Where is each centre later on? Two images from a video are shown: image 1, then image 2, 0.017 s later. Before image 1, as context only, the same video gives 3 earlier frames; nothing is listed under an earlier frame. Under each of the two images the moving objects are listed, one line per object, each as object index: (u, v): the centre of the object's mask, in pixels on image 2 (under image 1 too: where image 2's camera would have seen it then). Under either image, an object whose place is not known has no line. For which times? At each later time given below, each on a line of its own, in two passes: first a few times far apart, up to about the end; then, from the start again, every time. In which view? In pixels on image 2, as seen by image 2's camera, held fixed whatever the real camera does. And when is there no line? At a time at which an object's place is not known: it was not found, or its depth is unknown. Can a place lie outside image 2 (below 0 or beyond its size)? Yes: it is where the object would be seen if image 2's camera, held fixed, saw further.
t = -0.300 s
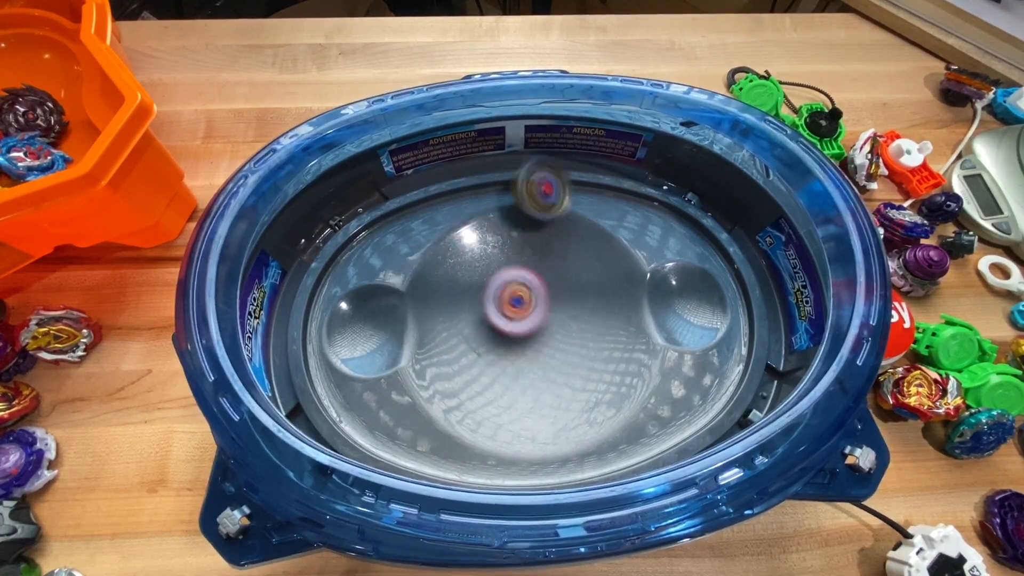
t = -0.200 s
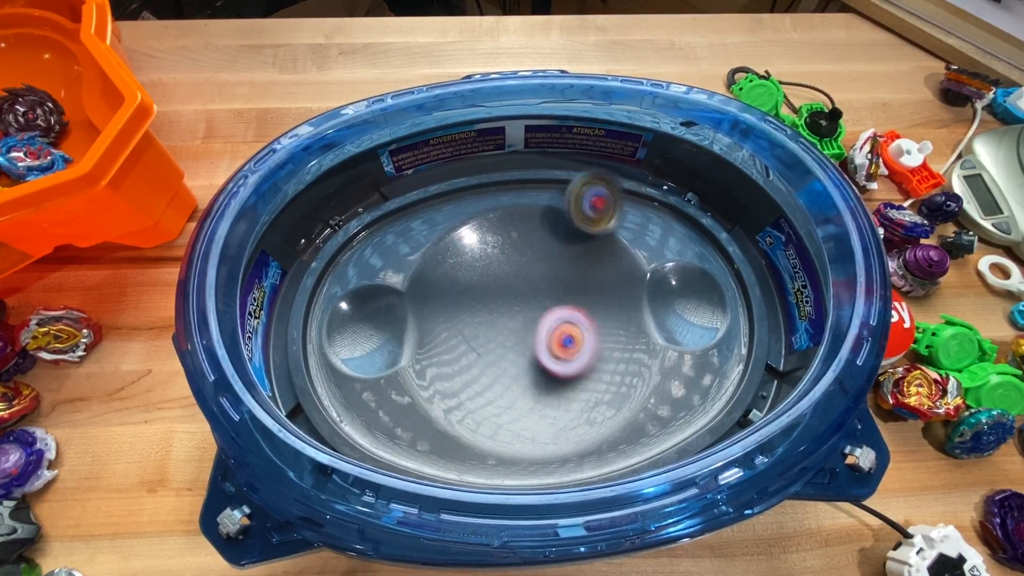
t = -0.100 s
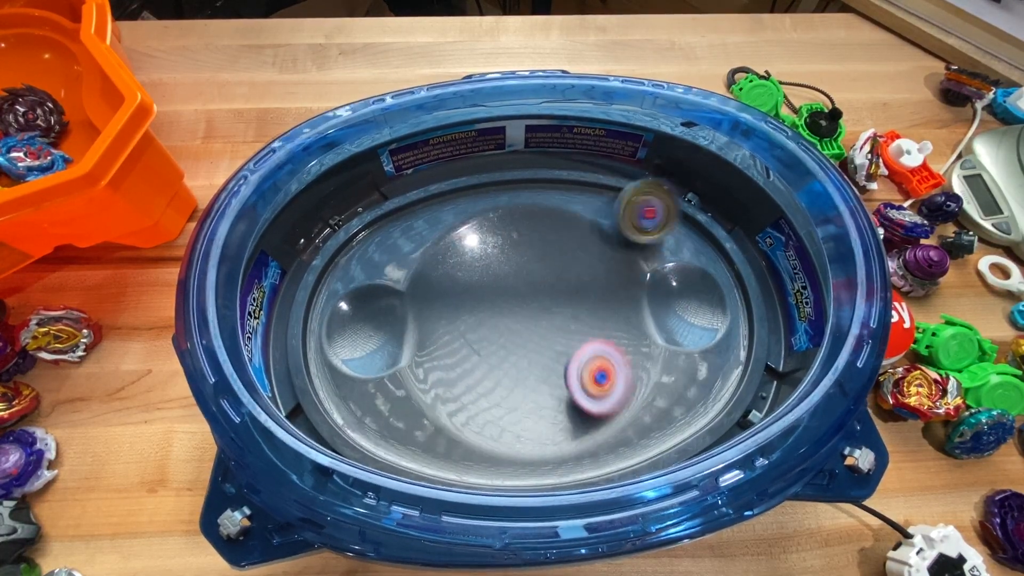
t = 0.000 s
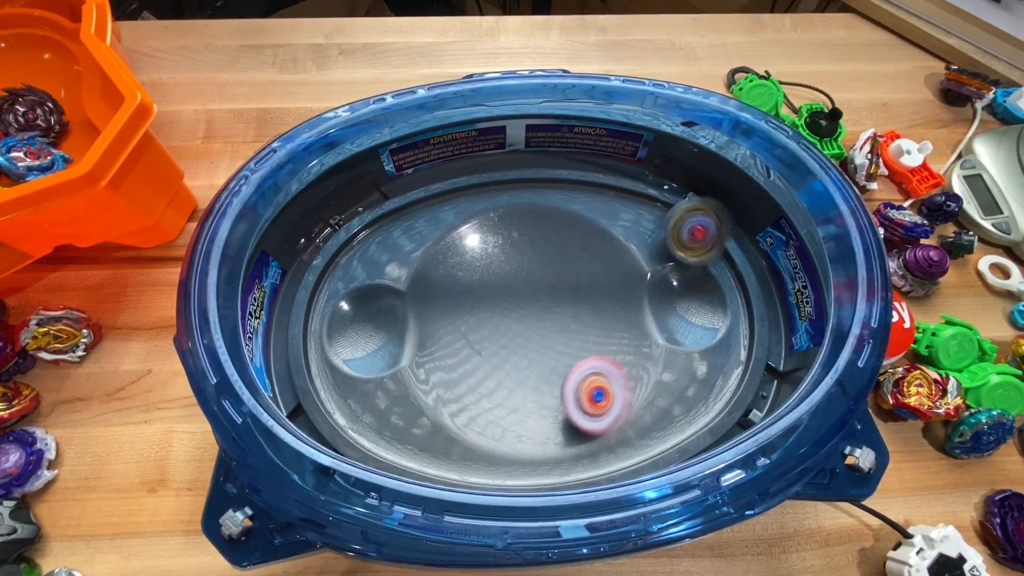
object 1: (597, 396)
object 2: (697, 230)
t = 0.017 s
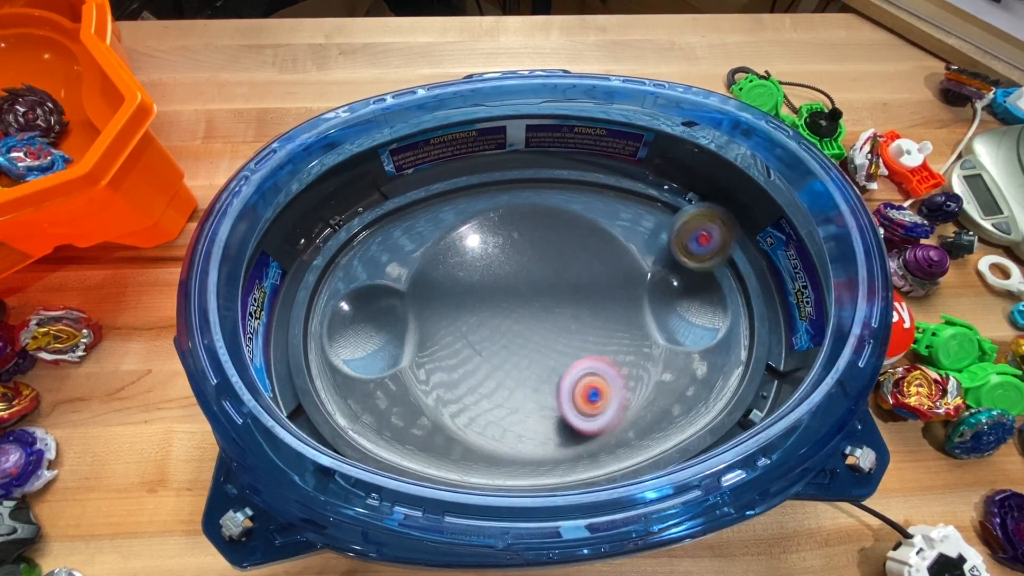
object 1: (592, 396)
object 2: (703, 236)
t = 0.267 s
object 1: (492, 328)
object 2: (738, 358)
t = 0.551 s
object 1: (519, 307)
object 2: (643, 439)
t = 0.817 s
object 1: (587, 373)
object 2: (541, 435)
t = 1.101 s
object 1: (593, 329)
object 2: (440, 300)
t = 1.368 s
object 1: (552, 256)
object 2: (494, 234)
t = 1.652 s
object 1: (579, 307)
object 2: (496, 340)
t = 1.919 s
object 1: (541, 267)
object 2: (488, 409)
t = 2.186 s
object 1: (482, 318)
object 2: (539, 320)
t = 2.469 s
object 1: (537, 370)
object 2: (574, 263)
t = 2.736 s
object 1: (625, 321)
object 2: (537, 285)
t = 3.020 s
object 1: (542, 282)
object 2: (500, 338)
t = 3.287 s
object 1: (473, 313)
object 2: (546, 341)
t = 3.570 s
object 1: (515, 324)
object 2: (573, 291)
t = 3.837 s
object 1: (527, 334)
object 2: (576, 263)
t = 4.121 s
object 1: (514, 353)
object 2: (552, 288)
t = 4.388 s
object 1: (533, 361)
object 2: (533, 283)
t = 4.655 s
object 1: (548, 346)
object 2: (527, 288)
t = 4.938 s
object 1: (540, 344)
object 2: (524, 289)
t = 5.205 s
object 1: (536, 349)
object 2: (561, 302)
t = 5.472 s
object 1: (538, 347)
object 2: (544, 300)
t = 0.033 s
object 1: (587, 395)
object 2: (708, 243)
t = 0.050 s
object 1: (580, 393)
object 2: (714, 250)
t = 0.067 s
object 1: (574, 391)
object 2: (719, 258)
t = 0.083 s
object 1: (567, 388)
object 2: (725, 265)
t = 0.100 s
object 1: (559, 384)
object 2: (731, 272)
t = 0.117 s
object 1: (552, 381)
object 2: (735, 280)
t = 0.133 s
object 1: (544, 375)
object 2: (737, 288)
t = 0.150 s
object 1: (536, 370)
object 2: (736, 299)
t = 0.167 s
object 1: (529, 364)
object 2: (737, 307)
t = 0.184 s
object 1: (522, 358)
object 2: (739, 316)
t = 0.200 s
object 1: (514, 352)
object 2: (738, 326)
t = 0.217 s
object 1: (508, 346)
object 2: (740, 334)
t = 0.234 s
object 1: (502, 340)
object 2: (740, 341)
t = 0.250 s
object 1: (497, 333)
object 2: (740, 349)
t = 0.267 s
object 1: (492, 328)
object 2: (738, 358)
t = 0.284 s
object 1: (487, 322)
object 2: (735, 365)
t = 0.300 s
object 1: (484, 317)
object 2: (731, 373)
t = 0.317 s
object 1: (481, 312)
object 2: (726, 379)
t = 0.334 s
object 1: (479, 307)
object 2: (719, 385)
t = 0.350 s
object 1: (478, 303)
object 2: (715, 390)
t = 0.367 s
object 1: (477, 299)
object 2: (708, 396)
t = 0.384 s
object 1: (477, 297)
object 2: (703, 402)
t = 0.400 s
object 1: (478, 295)
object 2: (697, 408)
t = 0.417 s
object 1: (480, 294)
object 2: (690, 412)
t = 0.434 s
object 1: (483, 294)
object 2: (684, 417)
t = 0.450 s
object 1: (487, 294)
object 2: (678, 421)
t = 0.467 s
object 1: (491, 295)
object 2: (673, 425)
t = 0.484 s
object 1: (496, 296)
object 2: (668, 428)
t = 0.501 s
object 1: (501, 298)
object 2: (661, 432)
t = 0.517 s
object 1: (506, 301)
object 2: (656, 435)
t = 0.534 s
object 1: (512, 304)
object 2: (649, 438)
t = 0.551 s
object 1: (519, 307)
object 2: (643, 439)
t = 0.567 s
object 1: (524, 311)
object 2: (636, 441)
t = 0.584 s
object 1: (530, 314)
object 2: (629, 440)
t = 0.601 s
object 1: (537, 319)
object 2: (623, 440)
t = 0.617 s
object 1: (542, 323)
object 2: (616, 440)
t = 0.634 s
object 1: (548, 327)
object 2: (609, 441)
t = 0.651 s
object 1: (554, 331)
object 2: (603, 441)
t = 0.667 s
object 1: (558, 336)
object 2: (598, 441)
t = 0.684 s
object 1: (564, 340)
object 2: (591, 439)
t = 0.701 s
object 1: (568, 344)
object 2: (585, 439)
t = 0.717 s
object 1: (573, 350)
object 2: (577, 439)
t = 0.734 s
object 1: (576, 354)
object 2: (573, 439)
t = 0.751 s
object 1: (580, 358)
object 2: (566, 438)
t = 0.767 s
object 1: (582, 362)
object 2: (561, 439)
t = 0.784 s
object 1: (584, 367)
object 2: (554, 438)
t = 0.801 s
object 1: (585, 370)
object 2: (547, 438)
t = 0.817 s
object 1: (587, 373)
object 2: (541, 435)
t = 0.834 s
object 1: (586, 376)
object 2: (534, 433)
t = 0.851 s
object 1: (586, 379)
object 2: (527, 429)
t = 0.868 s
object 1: (585, 380)
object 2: (522, 426)
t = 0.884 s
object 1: (583, 382)
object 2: (516, 421)
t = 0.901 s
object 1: (581, 383)
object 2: (511, 414)
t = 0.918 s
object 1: (578, 383)
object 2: (506, 408)
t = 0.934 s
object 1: (579, 381)
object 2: (498, 400)
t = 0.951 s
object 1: (583, 377)
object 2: (488, 391)
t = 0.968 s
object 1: (586, 374)
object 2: (478, 384)
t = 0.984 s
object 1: (589, 369)
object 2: (470, 375)
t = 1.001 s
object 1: (591, 364)
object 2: (461, 364)
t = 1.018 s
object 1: (593, 359)
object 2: (454, 355)
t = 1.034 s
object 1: (595, 353)
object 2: (450, 342)
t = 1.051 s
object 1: (594, 348)
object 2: (444, 333)
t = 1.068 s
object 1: (595, 341)
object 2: (444, 322)
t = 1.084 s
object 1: (594, 335)
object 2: (442, 312)
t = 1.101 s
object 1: (593, 329)
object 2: (440, 300)
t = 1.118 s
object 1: (592, 323)
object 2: (440, 290)
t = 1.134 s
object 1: (590, 317)
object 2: (440, 278)
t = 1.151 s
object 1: (587, 311)
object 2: (442, 268)
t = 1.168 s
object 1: (584, 304)
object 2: (445, 260)
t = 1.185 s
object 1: (581, 298)
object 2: (449, 254)
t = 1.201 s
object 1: (577, 292)
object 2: (452, 248)
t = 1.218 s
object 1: (573, 286)
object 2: (454, 243)
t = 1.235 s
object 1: (569, 281)
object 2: (462, 238)
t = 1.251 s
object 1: (565, 276)
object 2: (467, 235)
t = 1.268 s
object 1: (560, 271)
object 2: (472, 232)
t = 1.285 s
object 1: (555, 266)
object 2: (479, 230)
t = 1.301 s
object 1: (551, 263)
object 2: (488, 229)
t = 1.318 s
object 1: (544, 259)
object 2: (494, 230)
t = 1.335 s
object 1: (542, 257)
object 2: (500, 231)
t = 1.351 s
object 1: (546, 257)
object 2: (502, 231)
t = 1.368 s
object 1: (552, 256)
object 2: (494, 234)
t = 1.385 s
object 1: (559, 256)
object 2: (489, 238)
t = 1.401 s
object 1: (566, 256)
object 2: (487, 241)
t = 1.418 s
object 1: (572, 257)
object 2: (484, 245)
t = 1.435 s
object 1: (577, 257)
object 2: (482, 249)
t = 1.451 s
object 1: (582, 259)
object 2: (477, 254)
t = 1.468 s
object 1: (586, 261)
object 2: (477, 265)
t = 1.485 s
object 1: (589, 264)
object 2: (477, 270)
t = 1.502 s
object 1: (593, 266)
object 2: (475, 277)
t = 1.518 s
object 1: (594, 269)
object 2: (476, 286)
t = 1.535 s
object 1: (596, 272)
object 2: (477, 293)
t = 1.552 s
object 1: (596, 278)
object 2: (476, 300)
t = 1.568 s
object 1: (595, 281)
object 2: (480, 308)
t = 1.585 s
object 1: (594, 286)
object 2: (482, 315)
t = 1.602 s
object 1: (592, 291)
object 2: (484, 323)
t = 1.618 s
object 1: (588, 297)
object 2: (489, 329)
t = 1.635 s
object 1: (585, 301)
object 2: (491, 336)
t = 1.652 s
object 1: (579, 307)
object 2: (496, 340)
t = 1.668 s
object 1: (575, 311)
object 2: (499, 345)
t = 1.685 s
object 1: (568, 317)
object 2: (504, 349)
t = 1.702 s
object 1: (563, 319)
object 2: (510, 351)
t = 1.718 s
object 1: (557, 325)
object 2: (512, 354)
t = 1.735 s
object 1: (558, 322)
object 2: (510, 362)
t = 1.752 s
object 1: (556, 314)
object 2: (504, 374)
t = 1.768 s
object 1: (557, 308)
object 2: (498, 385)
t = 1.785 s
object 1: (557, 302)
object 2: (493, 391)
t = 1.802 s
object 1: (558, 295)
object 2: (491, 397)
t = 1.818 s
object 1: (556, 290)
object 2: (487, 406)
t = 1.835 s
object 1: (556, 284)
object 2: (484, 410)
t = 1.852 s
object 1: (553, 279)
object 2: (482, 411)
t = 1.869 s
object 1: (551, 274)
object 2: (484, 413)
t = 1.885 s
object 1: (548, 271)
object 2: (484, 414)
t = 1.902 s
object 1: (545, 269)
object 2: (485, 412)
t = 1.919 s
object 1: (541, 267)
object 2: (488, 409)
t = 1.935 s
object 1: (537, 266)
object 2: (490, 409)
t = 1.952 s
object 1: (533, 266)
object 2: (495, 406)
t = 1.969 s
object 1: (528, 266)
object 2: (498, 402)
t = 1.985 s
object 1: (523, 267)
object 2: (503, 397)
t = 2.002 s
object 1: (520, 270)
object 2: (507, 393)
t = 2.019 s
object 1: (515, 271)
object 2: (511, 388)
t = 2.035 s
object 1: (510, 276)
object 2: (513, 382)
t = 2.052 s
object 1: (506, 279)
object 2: (517, 376)
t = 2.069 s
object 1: (501, 283)
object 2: (520, 369)
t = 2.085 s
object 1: (498, 289)
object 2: (522, 362)
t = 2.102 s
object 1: (495, 293)
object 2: (525, 355)
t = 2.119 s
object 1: (491, 299)
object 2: (528, 348)
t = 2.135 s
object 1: (488, 304)
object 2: (530, 342)
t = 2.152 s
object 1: (486, 308)
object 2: (532, 334)
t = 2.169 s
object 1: (484, 314)
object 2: (536, 328)
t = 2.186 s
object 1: (482, 318)
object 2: (539, 320)
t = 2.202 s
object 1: (481, 324)
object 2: (546, 315)
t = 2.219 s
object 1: (480, 330)
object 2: (549, 308)
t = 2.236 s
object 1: (478, 335)
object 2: (554, 304)
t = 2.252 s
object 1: (478, 340)
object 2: (556, 296)
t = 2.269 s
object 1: (478, 347)
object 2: (560, 292)
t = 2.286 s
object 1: (479, 350)
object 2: (562, 288)
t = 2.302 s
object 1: (483, 355)
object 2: (565, 284)
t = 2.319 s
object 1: (485, 360)
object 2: (565, 280)
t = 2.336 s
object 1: (489, 362)
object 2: (568, 276)
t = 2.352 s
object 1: (494, 365)
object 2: (567, 273)
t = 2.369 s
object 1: (498, 369)
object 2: (570, 271)
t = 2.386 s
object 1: (503, 370)
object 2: (570, 268)
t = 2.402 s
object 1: (510, 371)
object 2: (572, 267)
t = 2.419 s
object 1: (516, 373)
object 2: (573, 264)
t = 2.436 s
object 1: (522, 371)
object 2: (573, 264)
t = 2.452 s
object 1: (530, 371)
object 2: (573, 263)
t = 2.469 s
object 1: (537, 370)
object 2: (574, 263)
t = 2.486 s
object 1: (544, 367)
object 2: (574, 262)
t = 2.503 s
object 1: (552, 365)
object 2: (575, 263)
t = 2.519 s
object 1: (558, 363)
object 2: (574, 264)
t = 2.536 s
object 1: (565, 358)
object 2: (574, 265)
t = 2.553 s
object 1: (573, 354)
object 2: (573, 267)
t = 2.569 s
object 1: (578, 350)
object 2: (572, 270)
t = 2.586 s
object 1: (586, 344)
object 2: (570, 273)
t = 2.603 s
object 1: (591, 340)
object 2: (569, 277)
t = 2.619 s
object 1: (598, 335)
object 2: (566, 279)
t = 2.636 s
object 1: (603, 334)
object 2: (565, 278)
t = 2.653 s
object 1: (608, 330)
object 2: (559, 280)
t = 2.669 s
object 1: (613, 329)
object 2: (554, 279)
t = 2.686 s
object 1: (616, 328)
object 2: (549, 280)
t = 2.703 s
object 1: (621, 324)
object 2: (545, 282)
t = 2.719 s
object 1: (624, 323)
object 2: (540, 285)
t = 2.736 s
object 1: (625, 321)
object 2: (537, 285)
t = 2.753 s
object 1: (625, 317)
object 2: (533, 289)
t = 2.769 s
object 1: (626, 314)
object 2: (530, 290)
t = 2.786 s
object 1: (625, 313)
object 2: (525, 294)
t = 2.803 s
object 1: (622, 311)
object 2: (523, 296)
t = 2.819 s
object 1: (619, 307)
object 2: (520, 299)
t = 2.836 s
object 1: (616, 305)
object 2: (518, 302)
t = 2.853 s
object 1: (612, 304)
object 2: (514, 304)
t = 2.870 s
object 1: (606, 301)
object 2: (513, 307)
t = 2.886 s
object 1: (601, 297)
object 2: (510, 311)
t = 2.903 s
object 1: (595, 297)
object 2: (509, 313)
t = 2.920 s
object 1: (588, 294)
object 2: (505, 317)
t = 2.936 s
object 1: (580, 290)
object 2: (505, 319)
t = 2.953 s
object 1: (575, 289)
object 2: (502, 323)
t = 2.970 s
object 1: (566, 288)
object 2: (502, 327)
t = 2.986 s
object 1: (558, 286)
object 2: (500, 331)
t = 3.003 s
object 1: (551, 284)
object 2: (500, 334)
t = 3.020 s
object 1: (542, 282)
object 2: (500, 338)
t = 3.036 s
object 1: (536, 281)
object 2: (500, 340)
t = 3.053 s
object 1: (529, 282)
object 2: (501, 345)
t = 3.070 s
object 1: (521, 280)
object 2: (503, 346)
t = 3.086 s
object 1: (517, 280)
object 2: (505, 350)
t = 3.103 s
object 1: (508, 282)
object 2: (508, 351)
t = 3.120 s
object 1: (503, 281)
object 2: (510, 354)
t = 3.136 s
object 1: (500, 284)
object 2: (512, 354)
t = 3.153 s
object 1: (491, 288)
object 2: (517, 354)
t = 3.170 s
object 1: (488, 289)
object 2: (522, 354)
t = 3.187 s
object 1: (489, 290)
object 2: (525, 354)
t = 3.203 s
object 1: (482, 296)
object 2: (527, 352)
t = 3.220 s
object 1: (477, 300)
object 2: (532, 349)
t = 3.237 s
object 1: (476, 302)
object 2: (535, 349)
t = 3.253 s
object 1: (478, 306)
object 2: (540, 345)
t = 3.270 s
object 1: (476, 308)
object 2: (542, 345)
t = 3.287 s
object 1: (473, 313)
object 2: (546, 341)
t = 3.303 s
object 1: (471, 318)
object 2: (549, 342)
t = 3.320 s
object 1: (473, 322)
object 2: (551, 337)
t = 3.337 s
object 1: (476, 325)
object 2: (555, 336)
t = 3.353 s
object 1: (480, 327)
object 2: (556, 332)
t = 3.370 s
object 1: (483, 328)
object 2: (560, 329)
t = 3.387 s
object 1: (486, 329)
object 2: (562, 326)
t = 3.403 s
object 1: (490, 330)
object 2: (564, 323)
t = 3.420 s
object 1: (495, 330)
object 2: (564, 321)
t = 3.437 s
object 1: (498, 330)
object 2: (566, 316)
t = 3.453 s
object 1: (500, 329)
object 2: (568, 314)
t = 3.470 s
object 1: (503, 328)
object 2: (570, 310)
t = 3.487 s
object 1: (506, 328)
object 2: (572, 308)
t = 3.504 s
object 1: (509, 327)
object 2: (571, 304)
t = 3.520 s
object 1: (510, 326)
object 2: (573, 302)
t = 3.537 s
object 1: (512, 325)
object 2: (572, 298)
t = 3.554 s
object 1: (514, 324)
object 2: (573, 295)
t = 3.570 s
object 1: (515, 324)
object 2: (573, 291)
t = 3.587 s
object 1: (514, 326)
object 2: (575, 288)
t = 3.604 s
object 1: (515, 329)
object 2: (578, 285)
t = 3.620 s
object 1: (517, 330)
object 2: (577, 282)
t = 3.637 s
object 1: (519, 331)
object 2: (579, 279)
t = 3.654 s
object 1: (522, 331)
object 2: (578, 277)
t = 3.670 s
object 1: (524, 330)
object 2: (579, 274)
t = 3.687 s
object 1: (526, 330)
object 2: (578, 272)
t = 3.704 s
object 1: (528, 328)
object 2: (578, 270)
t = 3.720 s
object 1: (530, 327)
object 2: (577, 270)
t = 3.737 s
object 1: (530, 325)
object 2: (576, 267)
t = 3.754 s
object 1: (531, 323)
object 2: (576, 267)
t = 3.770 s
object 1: (531, 321)
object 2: (574, 267)
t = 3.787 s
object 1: (527, 324)
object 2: (574, 266)
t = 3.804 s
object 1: (524, 331)
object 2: (575, 266)
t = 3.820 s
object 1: (525, 334)
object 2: (576, 264)
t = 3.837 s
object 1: (527, 334)
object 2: (576, 263)
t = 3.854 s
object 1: (527, 332)
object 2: (576, 263)
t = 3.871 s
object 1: (525, 330)
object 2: (575, 264)
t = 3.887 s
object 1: (522, 329)
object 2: (574, 266)
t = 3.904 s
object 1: (520, 329)
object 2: (570, 269)
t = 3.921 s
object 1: (518, 328)
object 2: (568, 270)
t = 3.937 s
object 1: (515, 329)
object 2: (567, 272)
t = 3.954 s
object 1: (514, 330)
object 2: (564, 276)
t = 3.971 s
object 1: (513, 331)
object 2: (562, 278)
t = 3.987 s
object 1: (513, 332)
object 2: (560, 281)
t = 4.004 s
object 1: (514, 333)
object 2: (556, 284)
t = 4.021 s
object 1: (514, 336)
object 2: (555, 286)
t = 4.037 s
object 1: (513, 341)
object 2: (556, 284)
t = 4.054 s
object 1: (513, 346)
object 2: (557, 284)
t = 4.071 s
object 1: (514, 350)
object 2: (557, 284)
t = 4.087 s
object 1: (515, 352)
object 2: (557, 286)
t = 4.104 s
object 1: (515, 353)
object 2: (555, 287)
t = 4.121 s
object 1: (514, 353)
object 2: (552, 288)
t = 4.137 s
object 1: (514, 352)
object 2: (550, 288)
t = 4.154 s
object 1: (515, 352)
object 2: (547, 288)
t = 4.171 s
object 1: (515, 351)
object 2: (546, 289)
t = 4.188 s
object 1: (515, 352)
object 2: (545, 289)
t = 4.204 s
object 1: (516, 350)
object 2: (542, 290)
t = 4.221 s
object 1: (516, 351)
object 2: (540, 292)
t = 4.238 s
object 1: (517, 349)
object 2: (538, 293)
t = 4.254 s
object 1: (519, 350)
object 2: (535, 291)
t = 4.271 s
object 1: (522, 353)
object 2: (533, 288)
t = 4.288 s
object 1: (524, 356)
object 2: (531, 285)
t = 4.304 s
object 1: (526, 360)
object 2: (531, 283)
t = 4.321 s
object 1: (528, 363)
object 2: (531, 281)
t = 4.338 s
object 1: (530, 363)
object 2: (531, 280)
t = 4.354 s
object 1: (531, 362)
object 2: (532, 280)
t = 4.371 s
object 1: (532, 362)
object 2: (533, 281)
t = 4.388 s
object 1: (533, 361)
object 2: (533, 283)
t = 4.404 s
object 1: (534, 359)
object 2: (532, 285)
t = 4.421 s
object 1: (534, 358)
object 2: (533, 287)
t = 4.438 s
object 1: (535, 355)
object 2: (530, 288)
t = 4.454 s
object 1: (535, 353)
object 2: (530, 289)
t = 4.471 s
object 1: (535, 355)
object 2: (527, 290)
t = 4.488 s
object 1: (536, 356)
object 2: (525, 289)
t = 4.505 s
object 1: (537, 357)
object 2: (523, 288)
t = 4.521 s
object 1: (540, 357)
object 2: (521, 288)
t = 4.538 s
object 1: (541, 355)
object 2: (521, 286)
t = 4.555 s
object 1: (544, 354)
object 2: (521, 285)
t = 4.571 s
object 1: (545, 352)
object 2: (522, 285)
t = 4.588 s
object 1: (546, 350)
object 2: (525, 286)
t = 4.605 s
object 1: (547, 348)
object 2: (525, 287)
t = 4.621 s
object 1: (547, 346)
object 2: (526, 288)
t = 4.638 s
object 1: (548, 344)
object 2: (526, 289)
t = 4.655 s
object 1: (548, 346)
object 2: (527, 288)
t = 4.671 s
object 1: (547, 348)
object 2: (527, 286)
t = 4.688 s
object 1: (548, 351)
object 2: (527, 284)
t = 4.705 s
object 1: (546, 352)
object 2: (527, 283)
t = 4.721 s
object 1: (546, 352)
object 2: (525, 280)
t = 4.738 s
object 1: (544, 352)
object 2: (525, 280)
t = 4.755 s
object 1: (544, 352)
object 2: (526, 279)
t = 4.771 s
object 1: (543, 351)
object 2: (527, 280)
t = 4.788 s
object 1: (542, 351)
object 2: (527, 282)
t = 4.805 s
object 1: (542, 349)
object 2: (526, 284)
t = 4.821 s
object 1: (541, 347)
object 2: (525, 286)
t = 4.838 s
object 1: (541, 345)
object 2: (523, 287)
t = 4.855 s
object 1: (540, 342)
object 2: (521, 289)
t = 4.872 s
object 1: (540, 341)
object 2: (519, 289)
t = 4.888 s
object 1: (540, 342)
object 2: (519, 289)
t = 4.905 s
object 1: (540, 342)
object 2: (521, 288)
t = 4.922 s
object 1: (541, 343)
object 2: (522, 288)
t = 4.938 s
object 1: (540, 344)
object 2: (524, 289)
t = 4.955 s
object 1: (540, 346)
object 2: (525, 290)
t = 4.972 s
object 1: (539, 347)
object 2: (527, 291)
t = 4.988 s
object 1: (539, 347)
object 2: (529, 291)
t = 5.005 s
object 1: (539, 348)
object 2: (529, 291)
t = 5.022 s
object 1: (538, 348)
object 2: (532, 293)
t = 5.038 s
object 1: (538, 349)
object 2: (534, 294)
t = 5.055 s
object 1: (538, 348)
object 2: (536, 295)
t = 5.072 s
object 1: (538, 348)
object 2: (539, 297)
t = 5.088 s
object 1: (538, 348)
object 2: (542, 298)
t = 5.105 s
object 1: (538, 348)
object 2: (547, 299)
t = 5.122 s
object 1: (538, 348)
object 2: (551, 300)
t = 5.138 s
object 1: (537, 348)
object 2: (554, 301)
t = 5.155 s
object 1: (537, 348)
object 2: (557, 301)
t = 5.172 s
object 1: (537, 349)
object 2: (559, 301)
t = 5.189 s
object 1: (536, 349)
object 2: (560, 302)
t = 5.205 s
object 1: (536, 349)
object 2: (561, 302)
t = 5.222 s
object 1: (536, 349)
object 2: (560, 303)
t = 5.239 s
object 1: (536, 349)
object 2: (560, 303)
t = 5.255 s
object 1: (536, 349)
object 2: (559, 303)
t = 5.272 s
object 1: (537, 348)
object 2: (557, 303)
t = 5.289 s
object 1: (537, 348)
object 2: (556, 303)
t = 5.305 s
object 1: (538, 348)
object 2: (554, 303)
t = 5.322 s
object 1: (538, 347)
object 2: (552, 303)
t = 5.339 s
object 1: (538, 347)
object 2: (551, 302)
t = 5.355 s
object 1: (538, 347)
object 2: (549, 301)
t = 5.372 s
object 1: (538, 347)
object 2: (548, 301)
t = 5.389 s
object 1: (538, 347)
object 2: (547, 301)
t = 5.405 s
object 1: (538, 347)
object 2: (546, 301)
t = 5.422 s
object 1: (538, 347)
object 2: (546, 301)
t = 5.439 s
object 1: (538, 347)
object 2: (545, 300)
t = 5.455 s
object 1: (538, 347)
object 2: (544, 300)
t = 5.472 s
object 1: (538, 347)
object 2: (544, 300)
